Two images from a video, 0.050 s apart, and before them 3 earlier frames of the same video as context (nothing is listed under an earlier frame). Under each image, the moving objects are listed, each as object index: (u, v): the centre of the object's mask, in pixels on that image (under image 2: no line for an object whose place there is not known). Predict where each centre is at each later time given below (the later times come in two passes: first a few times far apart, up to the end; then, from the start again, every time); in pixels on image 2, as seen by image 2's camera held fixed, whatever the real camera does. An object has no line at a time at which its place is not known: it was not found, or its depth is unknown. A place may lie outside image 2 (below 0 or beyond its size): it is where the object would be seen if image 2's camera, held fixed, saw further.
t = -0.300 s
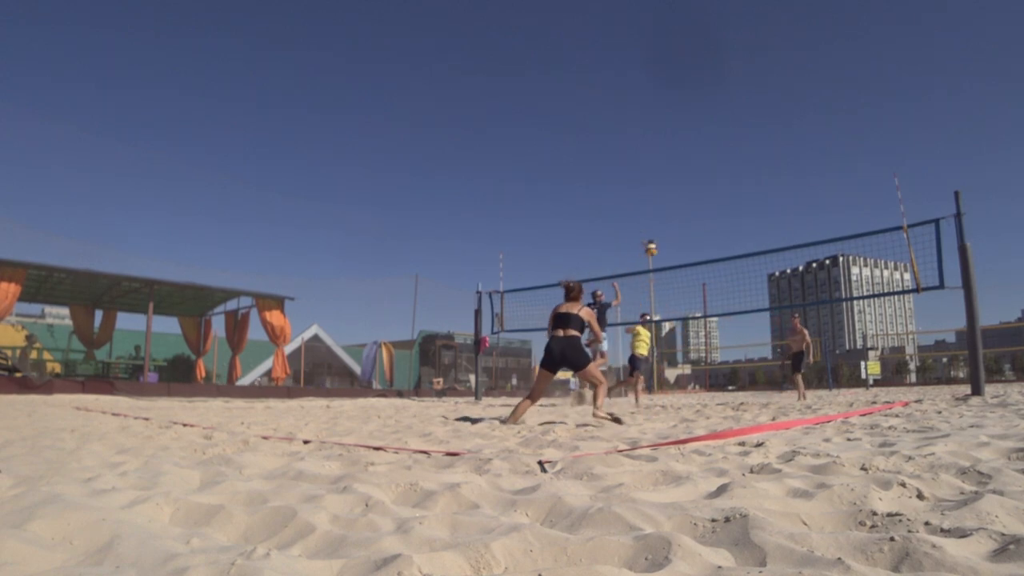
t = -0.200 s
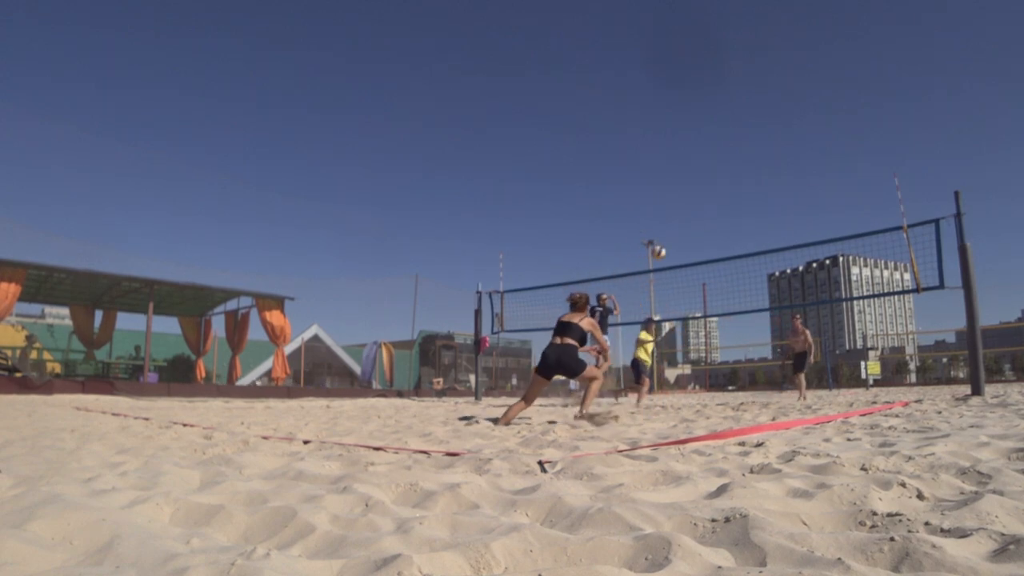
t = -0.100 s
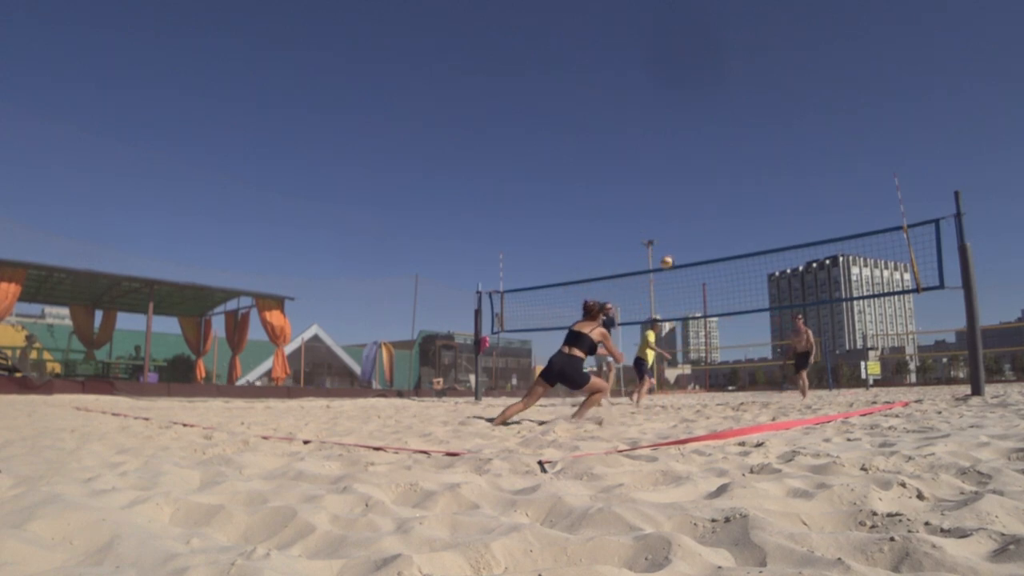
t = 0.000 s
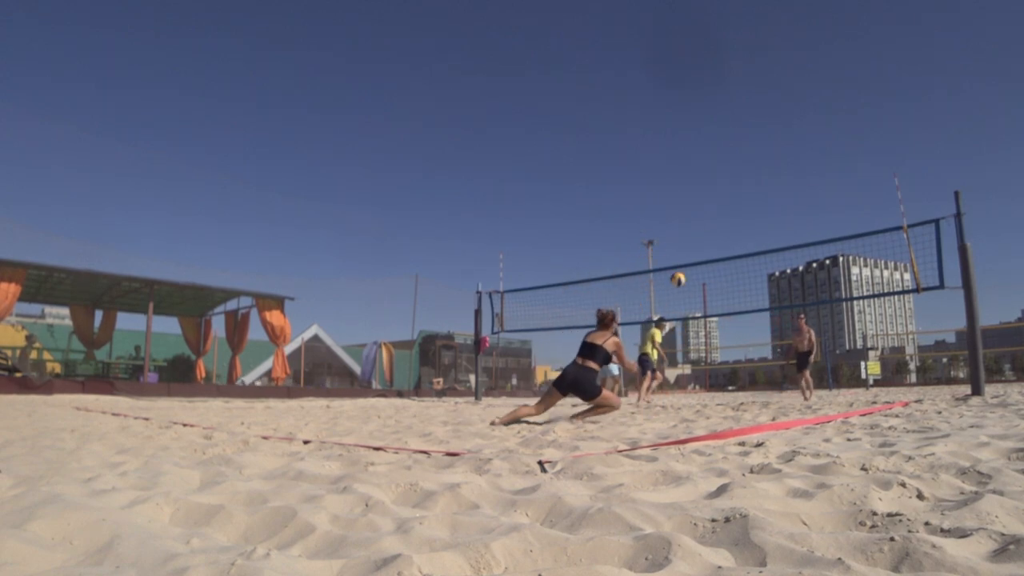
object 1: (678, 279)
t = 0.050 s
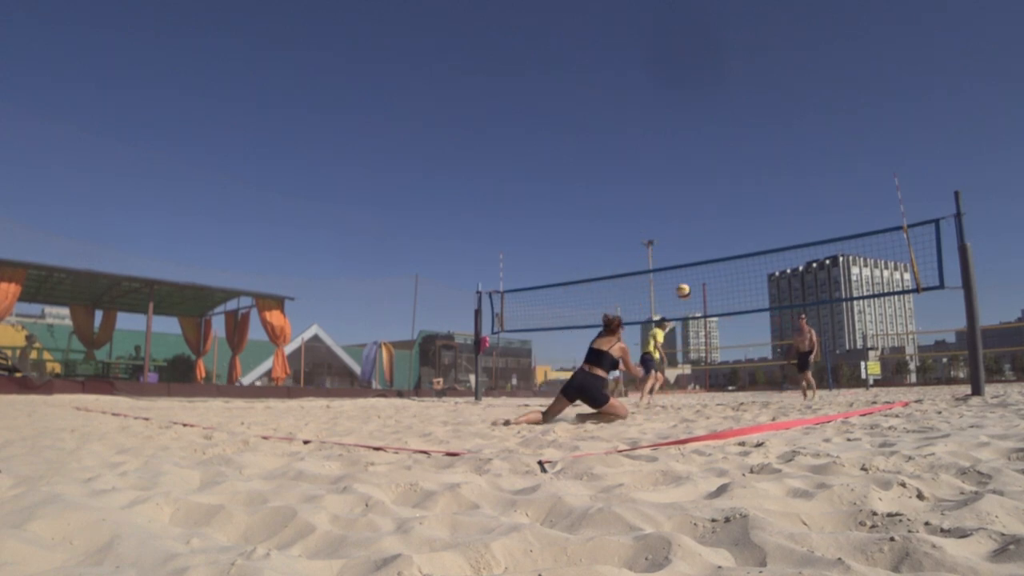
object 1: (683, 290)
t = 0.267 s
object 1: (712, 377)
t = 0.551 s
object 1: (725, 369)
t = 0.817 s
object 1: (733, 382)
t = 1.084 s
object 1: (738, 398)
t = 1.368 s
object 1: (741, 410)
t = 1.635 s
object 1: (741, 417)
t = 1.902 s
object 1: (736, 426)
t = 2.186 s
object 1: (747, 426)
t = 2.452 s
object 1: (753, 431)
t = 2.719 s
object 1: (777, 436)
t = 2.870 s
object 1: (787, 432)
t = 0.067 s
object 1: (685, 295)
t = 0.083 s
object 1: (688, 300)
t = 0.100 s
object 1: (690, 305)
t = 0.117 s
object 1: (692, 311)
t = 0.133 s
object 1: (694, 317)
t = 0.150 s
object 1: (696, 322)
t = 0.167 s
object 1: (698, 330)
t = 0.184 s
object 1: (701, 337)
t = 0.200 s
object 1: (703, 344)
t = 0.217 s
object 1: (705, 351)
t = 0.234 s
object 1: (708, 360)
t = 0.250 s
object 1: (710, 368)
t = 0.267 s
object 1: (712, 377)
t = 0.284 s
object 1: (716, 386)
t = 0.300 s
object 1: (717, 395)
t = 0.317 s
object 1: (720, 405)
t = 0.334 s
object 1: (720, 404)
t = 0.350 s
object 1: (721, 400)
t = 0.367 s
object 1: (721, 396)
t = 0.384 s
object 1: (721, 394)
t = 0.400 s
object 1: (722, 389)
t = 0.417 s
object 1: (722, 386)
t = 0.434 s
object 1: (723, 382)
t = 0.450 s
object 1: (723, 381)
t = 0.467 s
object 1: (723, 378)
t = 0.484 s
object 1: (723, 376)
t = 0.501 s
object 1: (723, 373)
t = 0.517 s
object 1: (724, 372)
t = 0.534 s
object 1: (724, 370)
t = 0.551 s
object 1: (725, 369)
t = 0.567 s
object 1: (724, 368)
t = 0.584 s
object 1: (725, 366)
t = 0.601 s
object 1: (725, 365)
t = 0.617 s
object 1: (726, 365)
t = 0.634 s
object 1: (726, 365)
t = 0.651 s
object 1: (726, 364)
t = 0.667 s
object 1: (727, 366)
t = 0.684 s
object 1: (727, 366)
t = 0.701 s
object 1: (728, 366)
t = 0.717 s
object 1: (729, 367)
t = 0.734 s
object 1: (729, 369)
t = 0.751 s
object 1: (729, 372)
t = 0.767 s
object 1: (730, 373)
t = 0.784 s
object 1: (732, 374)
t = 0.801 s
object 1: (732, 379)
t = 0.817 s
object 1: (733, 382)
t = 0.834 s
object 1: (733, 385)
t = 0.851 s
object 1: (734, 389)
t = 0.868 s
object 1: (735, 393)
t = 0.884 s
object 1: (735, 398)
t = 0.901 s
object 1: (736, 404)
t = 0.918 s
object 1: (737, 409)
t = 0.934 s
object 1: (737, 408)
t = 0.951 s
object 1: (737, 405)
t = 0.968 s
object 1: (737, 403)
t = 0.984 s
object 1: (737, 401)
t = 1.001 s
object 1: (737, 400)
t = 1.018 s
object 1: (737, 399)
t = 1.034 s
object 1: (738, 398)
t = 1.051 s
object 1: (738, 398)
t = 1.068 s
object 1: (738, 397)
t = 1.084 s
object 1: (738, 398)
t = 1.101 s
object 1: (738, 398)
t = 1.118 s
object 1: (738, 399)
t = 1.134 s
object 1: (739, 400)
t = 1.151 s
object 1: (739, 402)
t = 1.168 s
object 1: (740, 404)
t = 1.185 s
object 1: (740, 407)
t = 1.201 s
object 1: (740, 410)
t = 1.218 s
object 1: (740, 411)
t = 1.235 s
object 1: (741, 412)
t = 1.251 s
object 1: (741, 412)
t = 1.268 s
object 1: (742, 414)
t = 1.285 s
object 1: (742, 413)
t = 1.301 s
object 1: (742, 412)
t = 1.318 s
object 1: (742, 411)
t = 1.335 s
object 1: (741, 411)
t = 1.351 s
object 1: (741, 410)
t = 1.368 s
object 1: (741, 410)
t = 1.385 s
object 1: (741, 410)
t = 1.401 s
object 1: (741, 410)
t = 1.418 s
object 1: (741, 411)
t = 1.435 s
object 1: (741, 411)
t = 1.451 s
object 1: (741, 411)
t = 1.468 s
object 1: (741, 412)
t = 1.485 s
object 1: (741, 412)
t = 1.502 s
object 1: (741, 413)
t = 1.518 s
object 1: (741, 415)
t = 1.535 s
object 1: (741, 415)
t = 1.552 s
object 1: (741, 416)
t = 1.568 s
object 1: (742, 417)
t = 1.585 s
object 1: (742, 417)
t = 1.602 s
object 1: (742, 417)
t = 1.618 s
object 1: (741, 417)
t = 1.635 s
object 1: (741, 417)
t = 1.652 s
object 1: (740, 417)
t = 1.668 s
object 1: (740, 418)
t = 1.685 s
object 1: (740, 419)
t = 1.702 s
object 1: (740, 420)
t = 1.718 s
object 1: (740, 420)
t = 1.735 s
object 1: (739, 420)
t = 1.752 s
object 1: (739, 422)
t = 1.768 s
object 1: (739, 423)
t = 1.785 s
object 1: (739, 424)
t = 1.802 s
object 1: (738, 424)
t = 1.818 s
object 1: (738, 424)
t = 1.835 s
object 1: (737, 424)
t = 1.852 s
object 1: (737, 426)
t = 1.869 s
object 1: (736, 427)
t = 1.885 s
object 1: (736, 427)
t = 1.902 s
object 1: (736, 426)
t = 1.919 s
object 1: (737, 426)
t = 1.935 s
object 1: (737, 425)
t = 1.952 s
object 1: (738, 425)
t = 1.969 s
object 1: (739, 424)
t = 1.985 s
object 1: (739, 424)
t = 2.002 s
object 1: (740, 425)
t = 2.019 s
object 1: (740, 424)
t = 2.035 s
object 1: (741, 425)
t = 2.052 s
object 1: (742, 425)
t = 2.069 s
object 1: (743, 426)
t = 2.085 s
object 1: (744, 427)
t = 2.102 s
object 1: (744, 428)
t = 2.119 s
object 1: (745, 427)
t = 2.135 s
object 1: (745, 427)
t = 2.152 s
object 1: (746, 426)
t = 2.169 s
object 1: (746, 426)
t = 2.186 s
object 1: (747, 426)
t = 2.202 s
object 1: (748, 426)
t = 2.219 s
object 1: (748, 426)
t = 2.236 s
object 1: (749, 427)
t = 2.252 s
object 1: (749, 427)
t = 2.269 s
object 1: (750, 427)
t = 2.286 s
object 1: (750, 427)
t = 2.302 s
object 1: (750, 428)
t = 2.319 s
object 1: (750, 428)
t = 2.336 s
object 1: (750, 429)
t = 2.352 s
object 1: (751, 430)
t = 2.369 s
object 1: (751, 431)
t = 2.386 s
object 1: (751, 431)
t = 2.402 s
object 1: (752, 431)
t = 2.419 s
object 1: (752, 431)
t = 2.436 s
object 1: (753, 432)
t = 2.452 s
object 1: (753, 431)
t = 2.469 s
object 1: (754, 431)
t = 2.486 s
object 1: (754, 432)
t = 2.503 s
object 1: (755, 433)
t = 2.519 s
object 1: (756, 433)
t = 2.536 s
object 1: (757, 434)
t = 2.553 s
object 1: (758, 435)
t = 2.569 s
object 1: (759, 436)
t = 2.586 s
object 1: (761, 437)
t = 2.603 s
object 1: (763, 438)
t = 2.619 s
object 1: (765, 438)
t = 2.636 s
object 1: (767, 438)
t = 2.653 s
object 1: (769, 438)
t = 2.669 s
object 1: (771, 438)
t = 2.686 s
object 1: (773, 437)
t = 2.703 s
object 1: (775, 436)
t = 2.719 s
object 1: (777, 436)
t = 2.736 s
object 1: (779, 435)
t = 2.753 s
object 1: (780, 435)
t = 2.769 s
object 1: (782, 434)
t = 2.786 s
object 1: (783, 433)
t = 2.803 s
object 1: (785, 432)
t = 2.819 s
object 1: (786, 432)
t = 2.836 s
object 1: (786, 432)
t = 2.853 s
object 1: (787, 432)
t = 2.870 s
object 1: (787, 432)
